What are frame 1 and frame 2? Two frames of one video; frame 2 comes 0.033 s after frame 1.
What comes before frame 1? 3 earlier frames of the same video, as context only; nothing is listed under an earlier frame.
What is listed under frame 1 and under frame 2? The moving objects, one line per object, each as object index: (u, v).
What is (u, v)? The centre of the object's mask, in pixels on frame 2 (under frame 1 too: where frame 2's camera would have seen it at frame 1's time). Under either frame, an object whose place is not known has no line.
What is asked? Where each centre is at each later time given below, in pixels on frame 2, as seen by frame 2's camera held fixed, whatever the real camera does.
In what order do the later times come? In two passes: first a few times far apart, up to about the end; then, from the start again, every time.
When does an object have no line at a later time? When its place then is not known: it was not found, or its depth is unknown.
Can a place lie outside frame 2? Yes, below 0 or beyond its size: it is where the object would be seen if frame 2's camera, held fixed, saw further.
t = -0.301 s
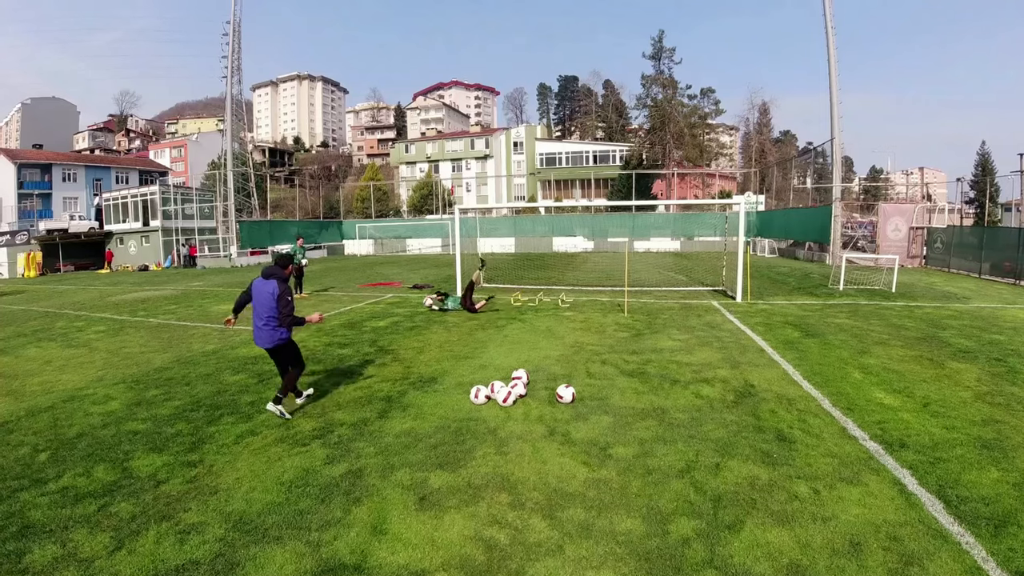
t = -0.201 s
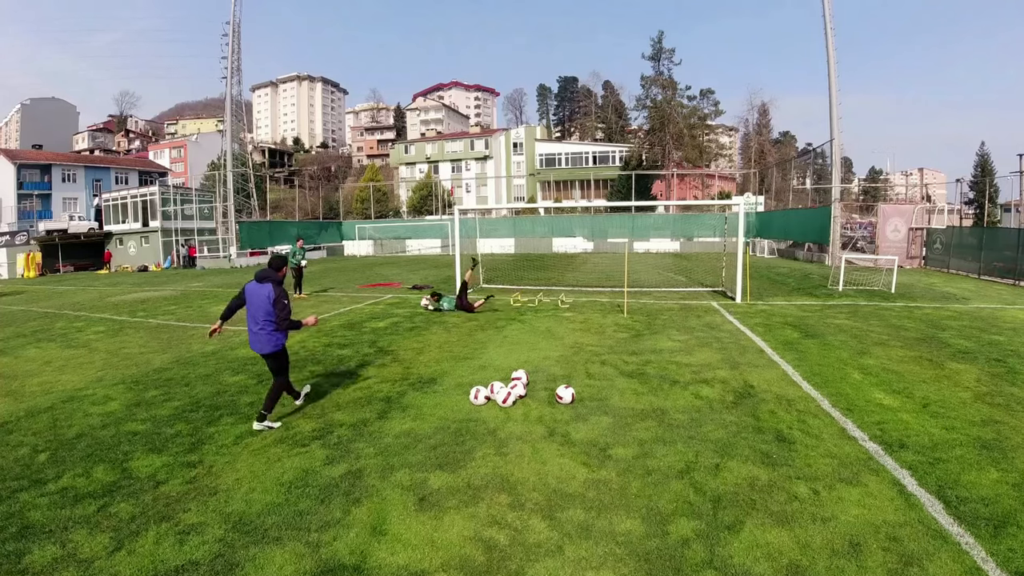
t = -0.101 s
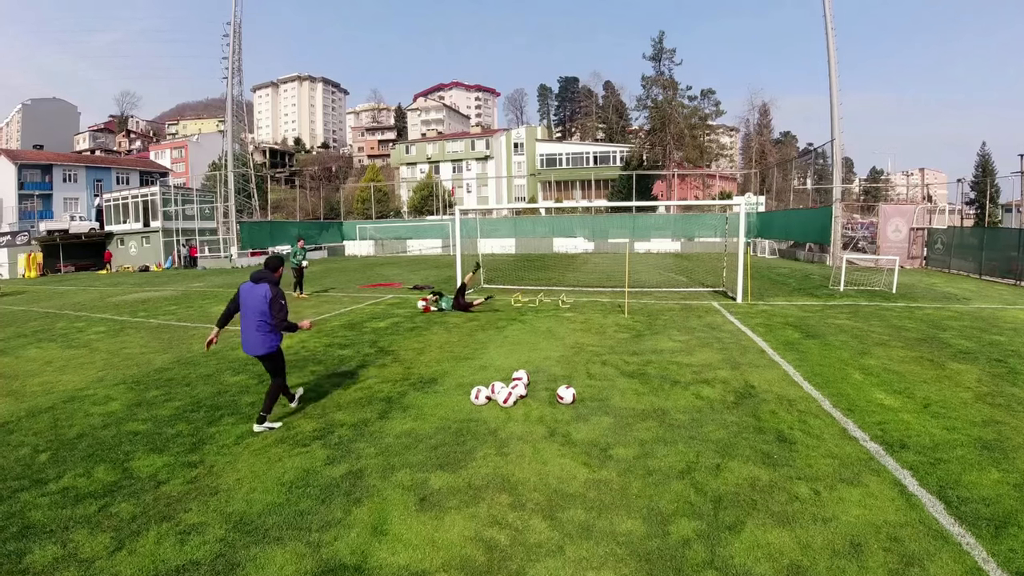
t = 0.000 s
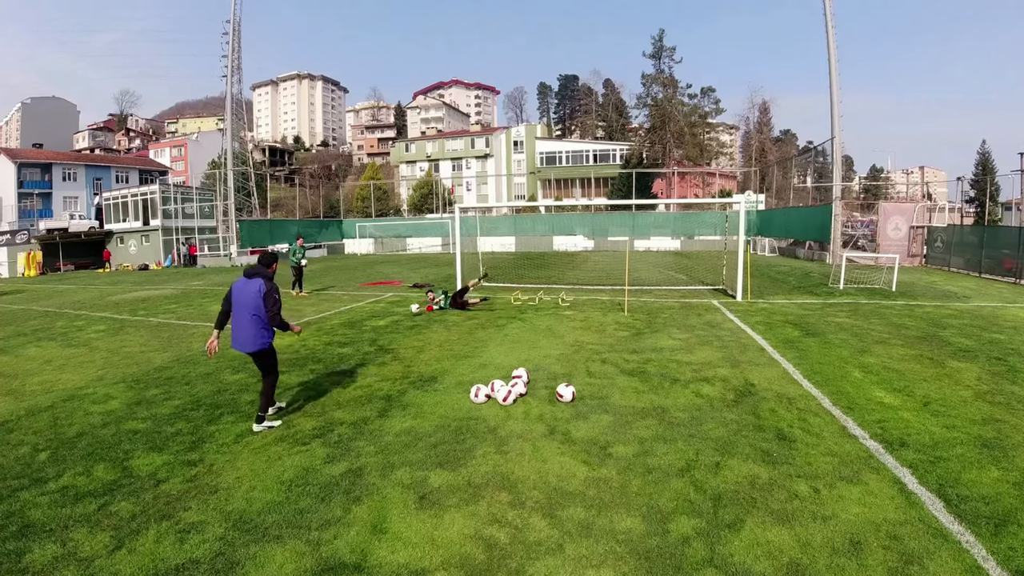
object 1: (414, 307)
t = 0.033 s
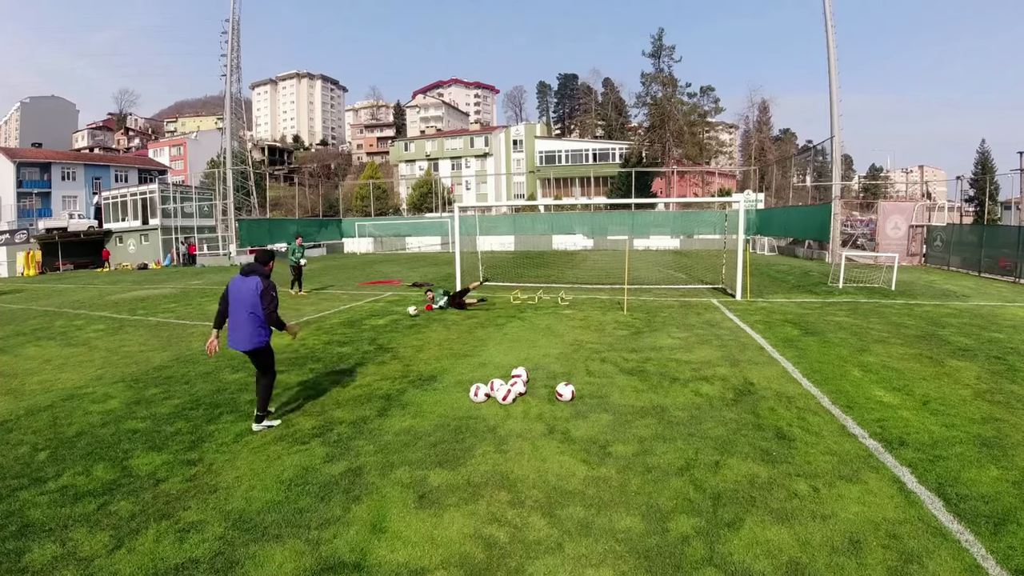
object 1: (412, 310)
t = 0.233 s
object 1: (400, 322)
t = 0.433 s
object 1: (385, 332)
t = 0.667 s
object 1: (367, 345)
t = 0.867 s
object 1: (350, 358)
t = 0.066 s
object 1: (410, 314)
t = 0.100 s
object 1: (408, 316)
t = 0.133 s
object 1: (406, 317)
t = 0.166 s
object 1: (404, 319)
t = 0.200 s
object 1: (402, 320)
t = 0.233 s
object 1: (400, 322)
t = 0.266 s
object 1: (397, 325)
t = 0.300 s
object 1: (395, 328)
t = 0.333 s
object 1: (392, 329)
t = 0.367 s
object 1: (390, 329)
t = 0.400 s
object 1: (388, 330)
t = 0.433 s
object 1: (385, 332)
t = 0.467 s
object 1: (382, 334)
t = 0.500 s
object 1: (380, 337)
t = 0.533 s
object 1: (377, 340)
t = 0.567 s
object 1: (375, 342)
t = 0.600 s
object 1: (372, 342)
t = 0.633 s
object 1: (369, 343)
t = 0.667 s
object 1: (367, 345)
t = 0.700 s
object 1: (364, 347)
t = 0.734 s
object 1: (362, 350)
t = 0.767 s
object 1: (359, 354)
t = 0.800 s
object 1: (356, 355)
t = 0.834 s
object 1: (353, 356)
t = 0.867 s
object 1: (350, 358)
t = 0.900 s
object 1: (347, 361)
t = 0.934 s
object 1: (344, 364)
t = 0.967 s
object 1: (341, 366)
